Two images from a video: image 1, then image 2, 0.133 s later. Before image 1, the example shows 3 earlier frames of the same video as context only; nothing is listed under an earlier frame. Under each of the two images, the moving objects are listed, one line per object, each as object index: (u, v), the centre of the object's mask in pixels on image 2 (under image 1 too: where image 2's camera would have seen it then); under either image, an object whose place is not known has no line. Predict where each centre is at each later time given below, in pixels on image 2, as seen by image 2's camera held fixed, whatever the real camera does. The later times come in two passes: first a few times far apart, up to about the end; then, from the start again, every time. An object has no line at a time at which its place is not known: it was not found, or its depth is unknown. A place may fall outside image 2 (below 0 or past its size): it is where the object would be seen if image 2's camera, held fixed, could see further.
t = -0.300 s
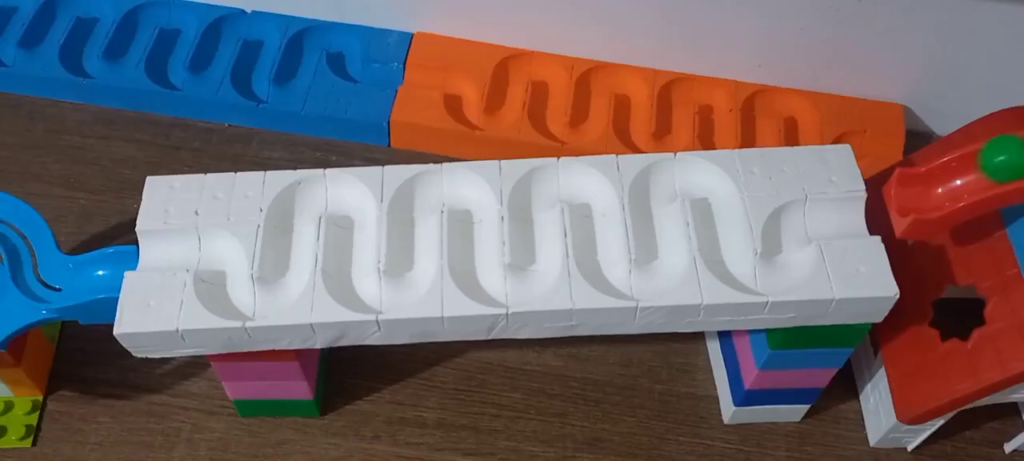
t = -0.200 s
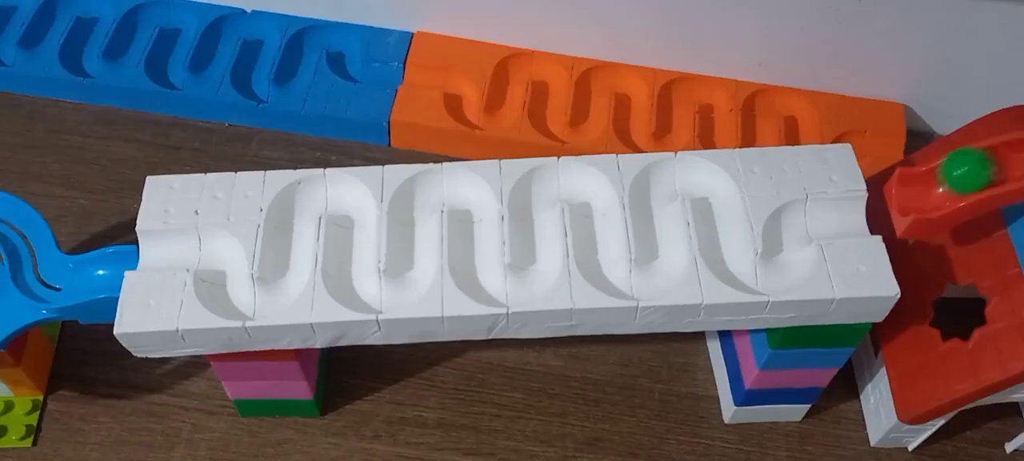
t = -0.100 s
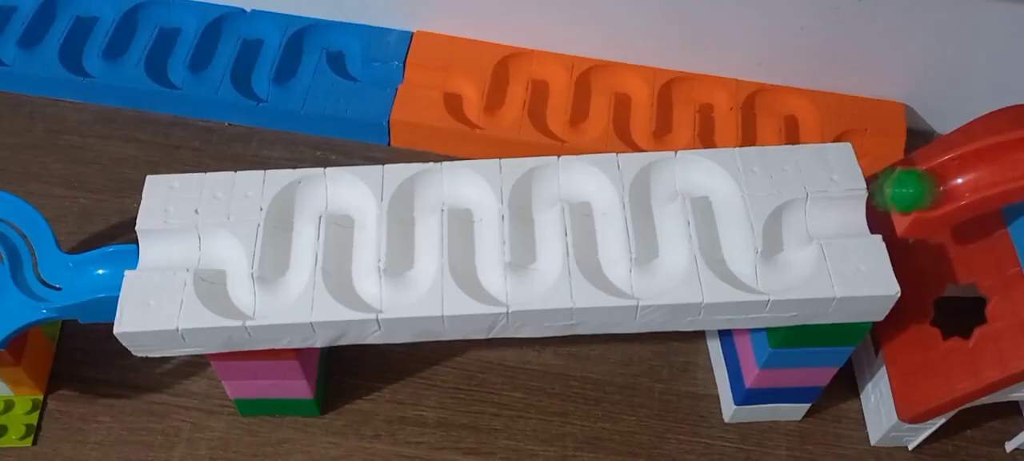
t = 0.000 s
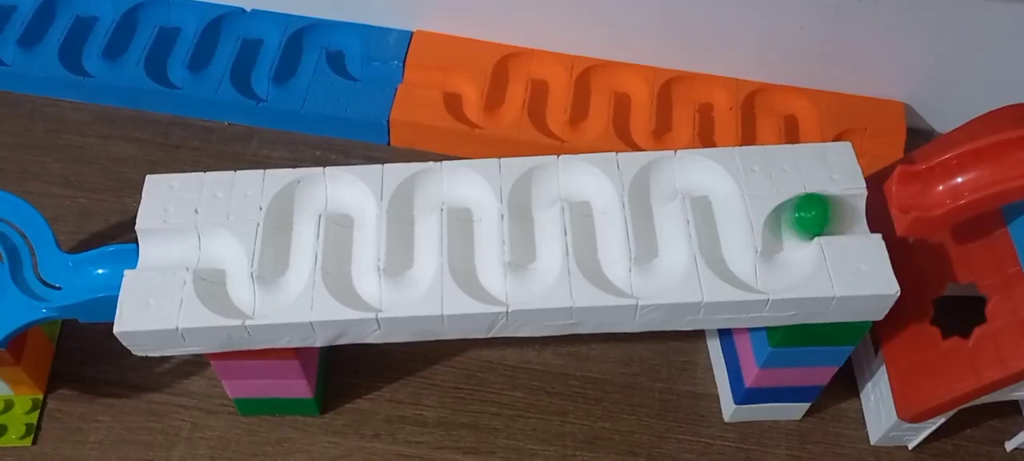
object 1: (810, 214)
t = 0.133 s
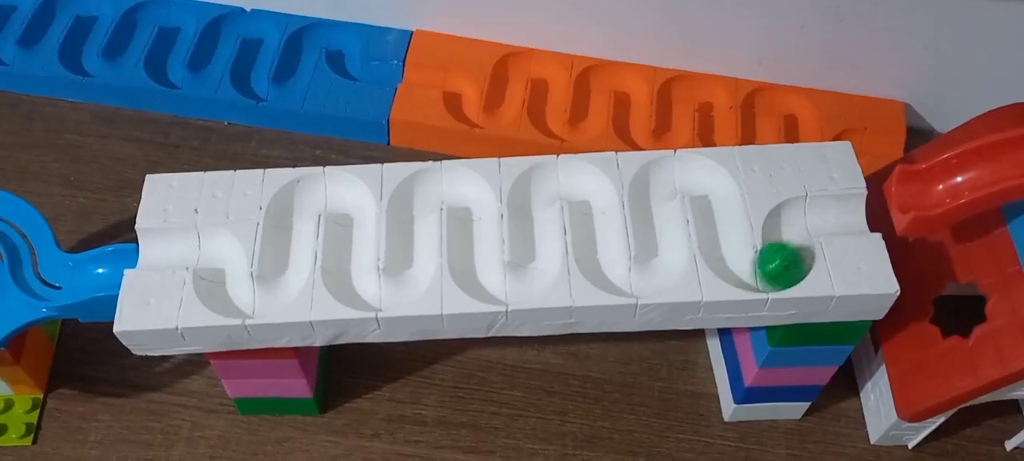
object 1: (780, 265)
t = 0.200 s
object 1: (749, 269)
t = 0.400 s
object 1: (716, 203)
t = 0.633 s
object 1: (651, 193)
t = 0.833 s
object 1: (656, 268)
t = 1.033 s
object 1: (598, 242)
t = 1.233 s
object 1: (587, 187)
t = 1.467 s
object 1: (532, 211)
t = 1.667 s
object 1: (527, 272)
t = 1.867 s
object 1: (472, 252)
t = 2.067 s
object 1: (463, 189)
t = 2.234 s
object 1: (409, 212)
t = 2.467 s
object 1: (387, 288)
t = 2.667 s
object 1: (347, 241)
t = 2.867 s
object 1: (331, 189)
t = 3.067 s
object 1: (285, 245)
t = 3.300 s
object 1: (228, 292)
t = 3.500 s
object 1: (187, 244)
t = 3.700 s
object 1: (90, 271)
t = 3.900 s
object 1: (20, 231)
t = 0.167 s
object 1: (766, 270)
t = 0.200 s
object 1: (749, 269)
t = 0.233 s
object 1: (735, 261)
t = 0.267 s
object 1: (726, 249)
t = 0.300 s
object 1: (723, 237)
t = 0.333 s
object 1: (720, 226)
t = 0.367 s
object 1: (718, 214)
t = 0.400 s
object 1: (716, 203)
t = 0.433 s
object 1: (714, 191)
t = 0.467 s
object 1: (707, 182)
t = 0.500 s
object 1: (697, 174)
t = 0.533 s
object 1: (681, 171)
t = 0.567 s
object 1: (665, 174)
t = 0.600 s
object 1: (655, 182)
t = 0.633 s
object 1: (651, 193)
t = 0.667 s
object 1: (654, 206)
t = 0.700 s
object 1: (657, 219)
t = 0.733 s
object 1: (658, 233)
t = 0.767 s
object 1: (662, 245)
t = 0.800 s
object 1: (662, 257)
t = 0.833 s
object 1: (656, 268)
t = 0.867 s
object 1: (645, 275)
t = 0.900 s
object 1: (631, 277)
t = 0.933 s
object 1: (617, 273)
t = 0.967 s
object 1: (605, 265)
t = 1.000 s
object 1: (600, 254)
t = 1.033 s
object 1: (598, 242)
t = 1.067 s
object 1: (596, 232)
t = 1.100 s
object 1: (596, 220)
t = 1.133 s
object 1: (594, 210)
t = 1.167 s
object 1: (593, 201)
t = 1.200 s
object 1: (591, 193)
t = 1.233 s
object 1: (587, 187)
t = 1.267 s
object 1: (580, 181)
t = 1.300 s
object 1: (567, 177)
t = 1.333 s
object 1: (555, 177)
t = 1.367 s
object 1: (543, 181)
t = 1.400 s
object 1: (534, 189)
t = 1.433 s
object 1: (530, 200)
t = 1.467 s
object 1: (532, 211)
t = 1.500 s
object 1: (533, 221)
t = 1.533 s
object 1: (533, 232)
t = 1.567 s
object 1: (534, 243)
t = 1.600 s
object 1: (535, 254)
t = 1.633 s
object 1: (535, 264)
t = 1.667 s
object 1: (527, 272)
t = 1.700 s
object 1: (518, 279)
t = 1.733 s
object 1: (505, 283)
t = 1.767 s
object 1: (492, 282)
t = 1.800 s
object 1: (480, 275)
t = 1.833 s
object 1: (473, 265)
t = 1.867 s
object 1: (472, 252)
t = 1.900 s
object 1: (471, 240)
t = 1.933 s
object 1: (471, 227)
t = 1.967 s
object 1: (471, 216)
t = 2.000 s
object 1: (472, 204)
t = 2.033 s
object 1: (469, 195)
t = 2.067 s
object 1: (463, 189)
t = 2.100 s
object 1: (448, 183)
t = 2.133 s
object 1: (435, 183)
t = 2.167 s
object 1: (421, 189)
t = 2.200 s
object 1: (411, 201)
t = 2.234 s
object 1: (409, 212)
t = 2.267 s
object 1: (410, 226)
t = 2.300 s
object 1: (410, 238)
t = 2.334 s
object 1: (411, 251)
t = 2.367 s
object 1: (410, 262)
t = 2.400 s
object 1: (408, 272)
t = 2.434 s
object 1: (400, 281)
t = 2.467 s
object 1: (387, 288)
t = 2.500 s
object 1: (372, 289)
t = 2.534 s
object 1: (359, 287)
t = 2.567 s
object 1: (349, 277)
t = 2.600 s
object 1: (347, 265)
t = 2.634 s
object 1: (348, 253)
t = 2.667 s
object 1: (347, 241)
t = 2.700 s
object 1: (349, 230)
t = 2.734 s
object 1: (350, 218)
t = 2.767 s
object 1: (351, 208)
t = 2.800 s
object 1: (348, 200)
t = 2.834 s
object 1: (343, 194)
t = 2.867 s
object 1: (331, 189)
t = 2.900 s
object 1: (314, 190)
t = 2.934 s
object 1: (301, 195)
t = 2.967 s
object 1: (290, 207)
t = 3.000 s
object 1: (287, 219)
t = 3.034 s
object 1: (286, 232)
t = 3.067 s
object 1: (285, 245)
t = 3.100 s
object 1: (284, 258)
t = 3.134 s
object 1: (283, 269)
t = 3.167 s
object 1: (279, 279)
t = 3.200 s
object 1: (269, 288)
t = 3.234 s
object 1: (255, 295)
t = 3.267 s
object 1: (240, 296)
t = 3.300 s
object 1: (228, 292)
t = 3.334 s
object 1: (220, 283)
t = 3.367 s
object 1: (219, 270)
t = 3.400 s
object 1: (220, 258)
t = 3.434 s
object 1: (216, 251)
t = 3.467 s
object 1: (207, 246)
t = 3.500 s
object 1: (187, 244)
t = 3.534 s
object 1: (172, 245)
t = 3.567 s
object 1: (155, 246)
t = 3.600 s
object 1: (136, 246)
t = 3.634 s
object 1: (118, 249)
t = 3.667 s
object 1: (106, 263)
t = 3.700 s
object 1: (90, 271)
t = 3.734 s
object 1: (72, 272)
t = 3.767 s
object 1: (51, 276)
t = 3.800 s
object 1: (31, 269)
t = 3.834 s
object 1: (24, 257)
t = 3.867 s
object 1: (24, 243)
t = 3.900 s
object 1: (20, 231)
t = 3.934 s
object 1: (15, 220)
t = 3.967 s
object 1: (11, 210)
